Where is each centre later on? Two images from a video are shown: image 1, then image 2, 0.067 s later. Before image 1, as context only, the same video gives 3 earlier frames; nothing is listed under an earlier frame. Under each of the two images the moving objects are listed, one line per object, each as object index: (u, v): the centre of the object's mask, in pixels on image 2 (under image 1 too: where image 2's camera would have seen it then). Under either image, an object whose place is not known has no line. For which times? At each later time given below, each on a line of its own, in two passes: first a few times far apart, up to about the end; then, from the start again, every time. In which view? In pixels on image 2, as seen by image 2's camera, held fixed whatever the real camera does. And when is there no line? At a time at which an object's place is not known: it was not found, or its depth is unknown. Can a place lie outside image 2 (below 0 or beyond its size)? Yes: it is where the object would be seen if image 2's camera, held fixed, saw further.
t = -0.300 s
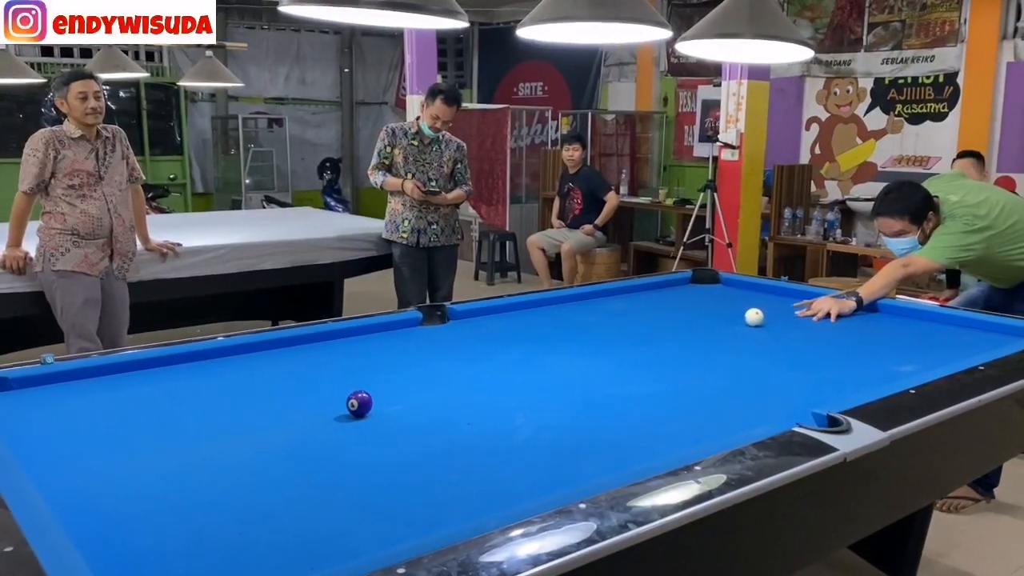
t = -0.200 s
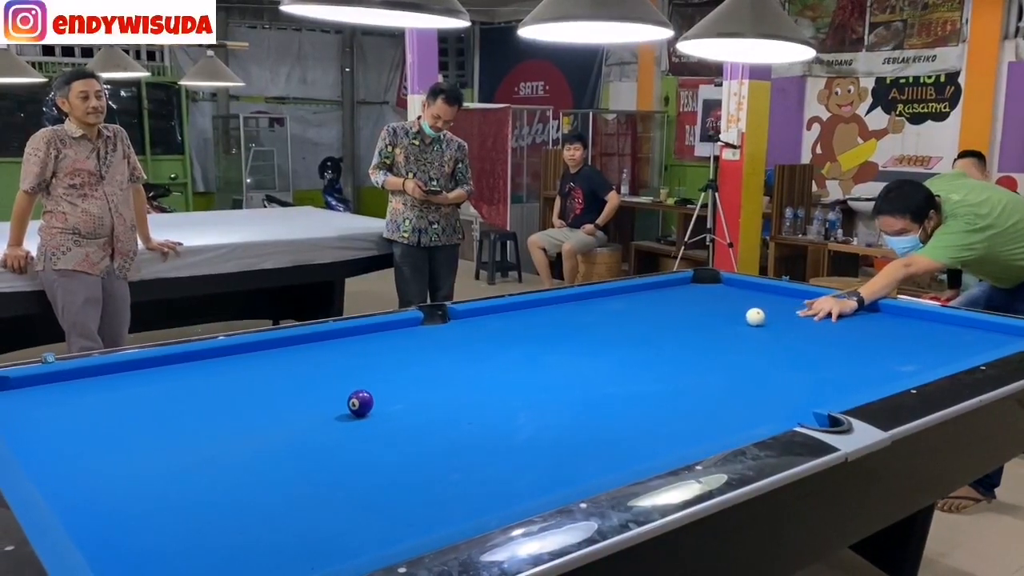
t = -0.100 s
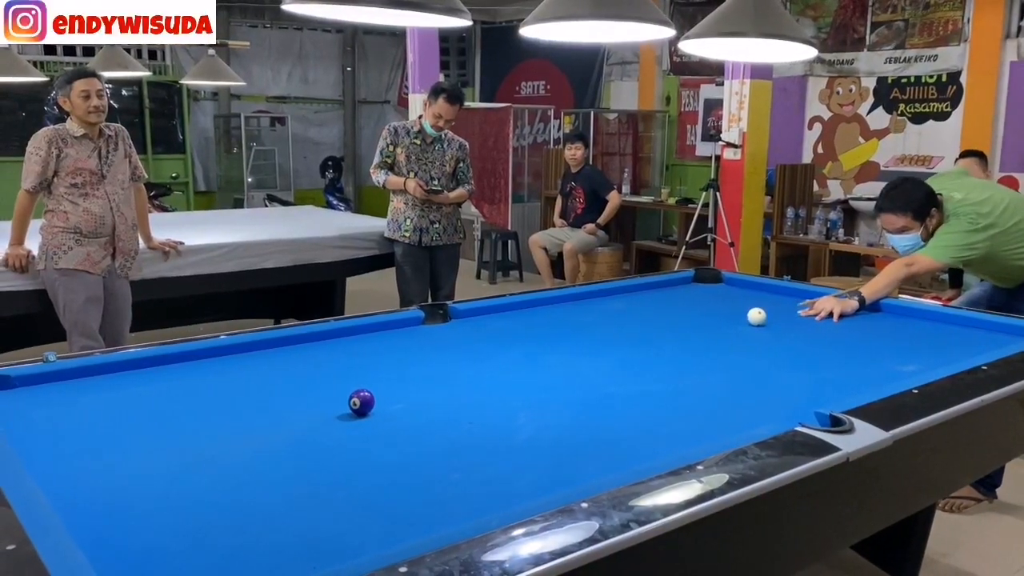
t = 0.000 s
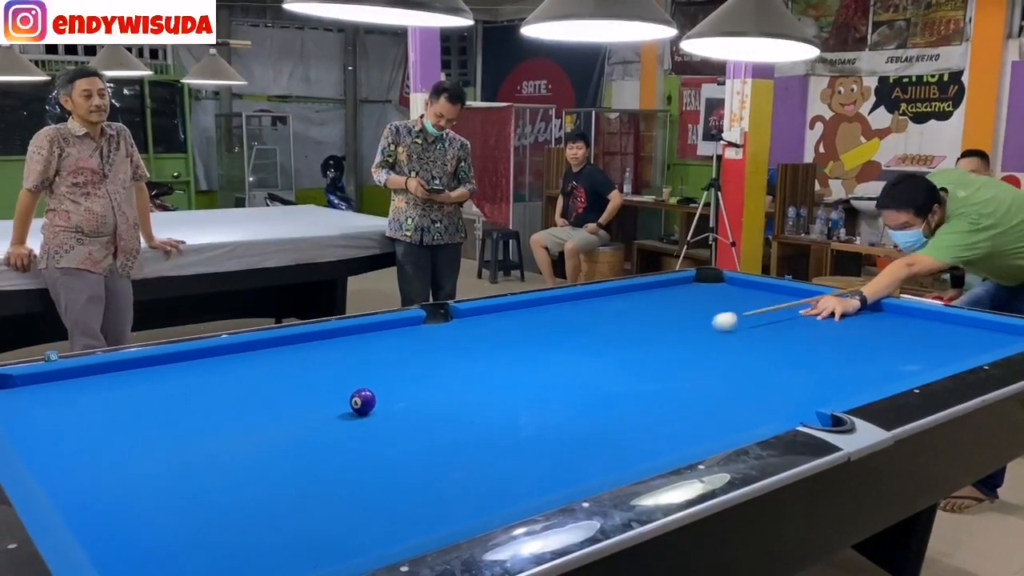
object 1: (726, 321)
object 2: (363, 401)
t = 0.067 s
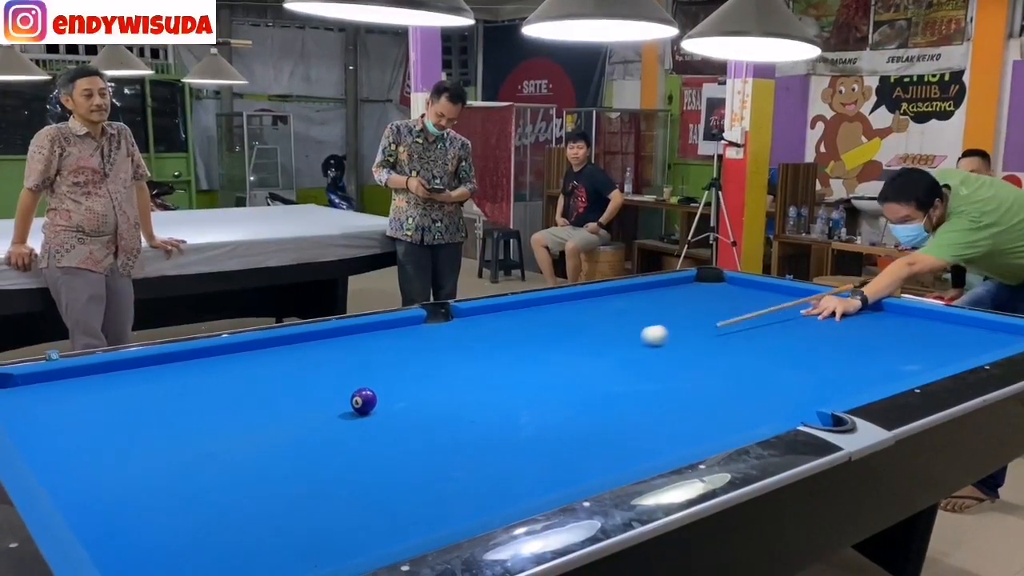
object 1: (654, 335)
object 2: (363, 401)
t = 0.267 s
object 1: (395, 386)
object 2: (363, 401)
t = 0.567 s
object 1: (63, 393)
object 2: (311, 504)
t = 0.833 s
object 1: (253, 345)
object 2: (199, 574)
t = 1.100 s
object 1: (402, 331)
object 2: (122, 532)
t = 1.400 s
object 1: (542, 319)
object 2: (147, 473)
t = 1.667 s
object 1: (651, 309)
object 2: (163, 434)
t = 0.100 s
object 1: (617, 342)
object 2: (363, 401)
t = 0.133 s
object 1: (577, 350)
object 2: (363, 401)
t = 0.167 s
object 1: (535, 358)
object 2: (363, 401)
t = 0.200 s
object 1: (492, 367)
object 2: (363, 401)
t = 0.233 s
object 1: (445, 377)
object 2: (363, 401)
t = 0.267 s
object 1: (395, 386)
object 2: (363, 401)
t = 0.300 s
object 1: (341, 391)
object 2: (360, 407)
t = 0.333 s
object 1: (290, 393)
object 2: (355, 418)
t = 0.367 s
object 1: (239, 395)
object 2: (349, 430)
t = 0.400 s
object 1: (184, 398)
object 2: (343, 441)
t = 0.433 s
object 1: (130, 401)
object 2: (337, 453)
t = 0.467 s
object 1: (73, 404)
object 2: (331, 465)
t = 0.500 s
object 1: (14, 407)
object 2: (325, 477)
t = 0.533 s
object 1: (27, 401)
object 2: (318, 489)
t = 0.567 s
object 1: (63, 393)
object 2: (311, 504)
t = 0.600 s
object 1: (95, 385)
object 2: (303, 519)
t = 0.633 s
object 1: (122, 378)
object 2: (295, 536)
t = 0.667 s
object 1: (147, 372)
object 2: (286, 553)
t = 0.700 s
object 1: (170, 366)
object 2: (275, 568)
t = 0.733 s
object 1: (193, 360)
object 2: (261, 577)
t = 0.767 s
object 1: (213, 355)
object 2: (240, 578)
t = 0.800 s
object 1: (234, 349)
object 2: (219, 576)
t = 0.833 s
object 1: (253, 345)
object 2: (199, 574)
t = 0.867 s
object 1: (273, 342)
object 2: (179, 571)
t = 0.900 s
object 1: (293, 341)
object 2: (160, 569)
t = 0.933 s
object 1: (312, 339)
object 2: (141, 565)
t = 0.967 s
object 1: (331, 337)
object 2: (121, 562)
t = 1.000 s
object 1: (349, 336)
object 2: (111, 556)
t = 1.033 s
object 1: (367, 334)
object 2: (114, 549)
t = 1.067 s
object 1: (384, 333)
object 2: (118, 540)
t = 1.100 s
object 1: (402, 331)
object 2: (122, 532)
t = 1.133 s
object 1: (418, 330)
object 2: (125, 524)
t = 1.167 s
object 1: (435, 328)
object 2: (128, 517)
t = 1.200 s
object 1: (452, 326)
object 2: (131, 510)
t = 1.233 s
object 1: (467, 325)
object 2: (134, 503)
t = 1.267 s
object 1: (482, 324)
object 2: (137, 497)
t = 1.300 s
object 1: (498, 323)
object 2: (139, 490)
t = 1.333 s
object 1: (513, 321)
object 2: (142, 484)
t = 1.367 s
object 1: (528, 320)
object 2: (144, 478)
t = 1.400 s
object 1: (542, 319)
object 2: (147, 473)
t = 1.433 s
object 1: (556, 317)
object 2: (149, 468)
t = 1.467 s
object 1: (571, 316)
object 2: (151, 462)
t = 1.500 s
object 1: (584, 315)
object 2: (153, 457)
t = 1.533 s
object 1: (598, 313)
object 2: (155, 452)
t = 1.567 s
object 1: (611, 312)
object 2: (157, 448)
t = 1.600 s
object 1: (624, 312)
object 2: (159, 443)
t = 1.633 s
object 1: (638, 310)
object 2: (161, 438)
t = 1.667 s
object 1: (651, 309)
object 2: (163, 434)
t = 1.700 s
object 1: (663, 308)
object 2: (165, 430)
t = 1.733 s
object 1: (676, 307)
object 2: (166, 426)
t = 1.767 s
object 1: (688, 306)
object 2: (167, 422)
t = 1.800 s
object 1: (701, 305)
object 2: (169, 418)
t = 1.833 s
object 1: (713, 304)
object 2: (170, 415)
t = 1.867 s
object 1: (725, 303)
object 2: (172, 411)
